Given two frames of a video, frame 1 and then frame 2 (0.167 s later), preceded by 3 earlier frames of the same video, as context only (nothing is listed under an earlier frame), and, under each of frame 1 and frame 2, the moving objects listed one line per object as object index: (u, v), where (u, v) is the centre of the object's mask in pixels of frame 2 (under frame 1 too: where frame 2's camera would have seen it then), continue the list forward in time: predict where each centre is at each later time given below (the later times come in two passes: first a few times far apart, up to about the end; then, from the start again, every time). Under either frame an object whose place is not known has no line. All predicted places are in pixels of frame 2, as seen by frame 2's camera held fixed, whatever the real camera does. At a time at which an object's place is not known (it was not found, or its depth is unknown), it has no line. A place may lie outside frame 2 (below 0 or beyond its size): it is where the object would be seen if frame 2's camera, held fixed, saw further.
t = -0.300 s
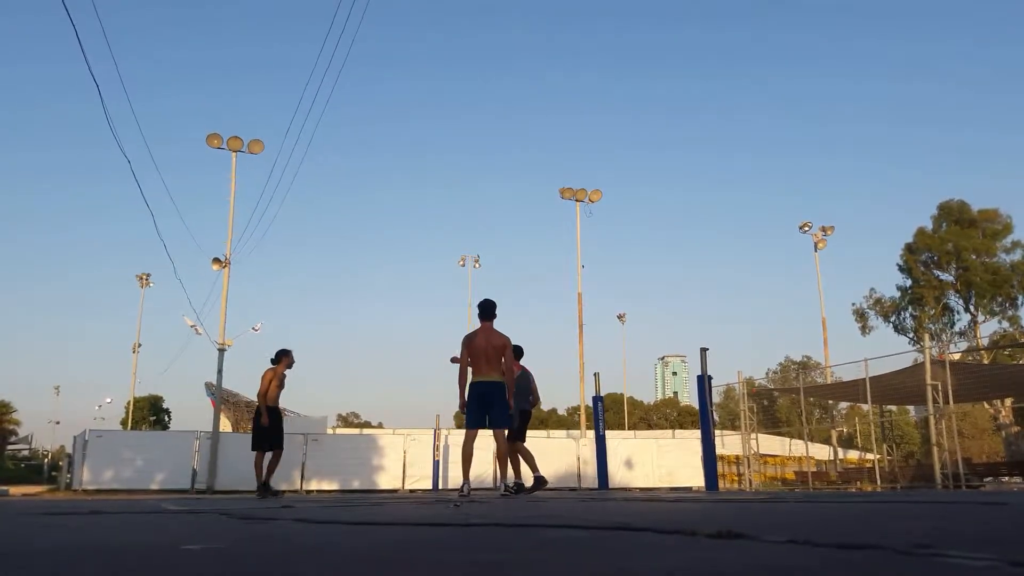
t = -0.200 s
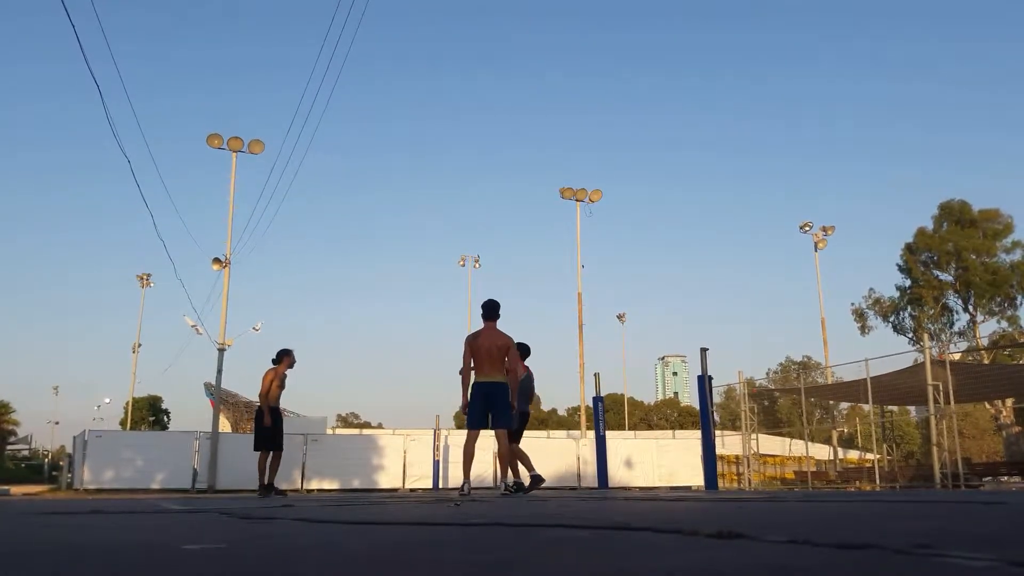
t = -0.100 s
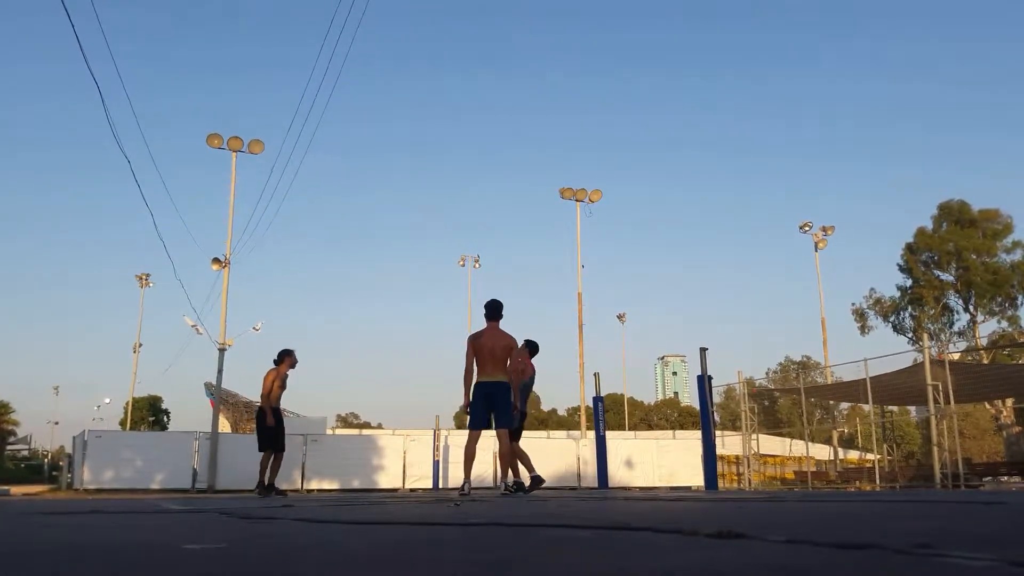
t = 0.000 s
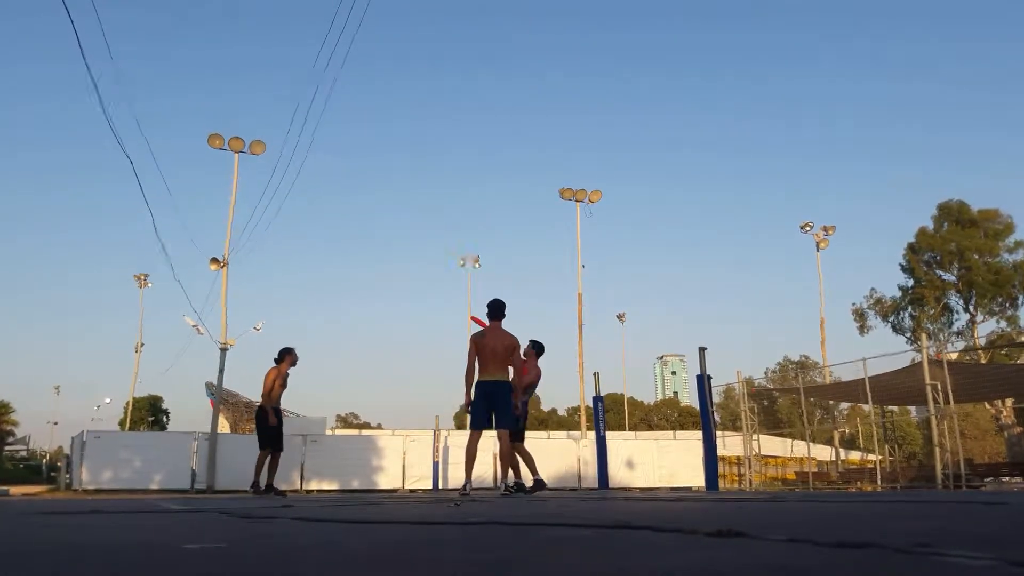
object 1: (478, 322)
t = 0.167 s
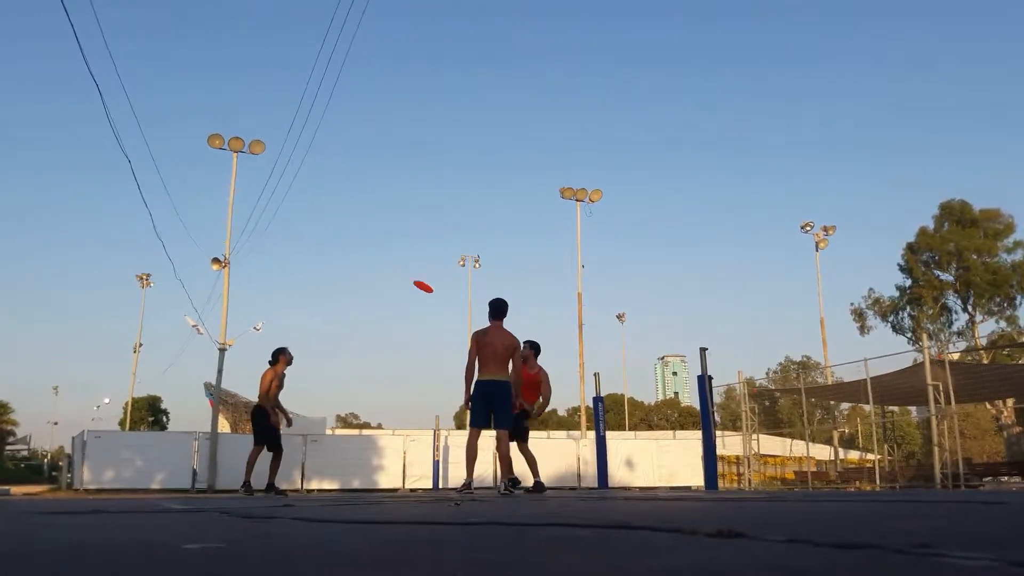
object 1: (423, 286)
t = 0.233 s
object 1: (400, 277)
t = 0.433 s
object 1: (337, 258)
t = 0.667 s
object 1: (273, 251)
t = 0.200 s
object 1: (411, 281)
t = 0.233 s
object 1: (400, 277)
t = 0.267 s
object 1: (390, 273)
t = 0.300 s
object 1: (379, 269)
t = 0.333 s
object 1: (368, 265)
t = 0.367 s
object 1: (358, 263)
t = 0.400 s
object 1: (347, 260)
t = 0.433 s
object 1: (337, 258)
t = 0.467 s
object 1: (327, 256)
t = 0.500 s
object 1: (318, 255)
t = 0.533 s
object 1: (308, 253)
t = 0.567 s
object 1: (298, 252)
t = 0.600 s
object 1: (290, 252)
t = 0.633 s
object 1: (281, 251)
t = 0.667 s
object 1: (273, 251)
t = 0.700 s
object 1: (264, 252)
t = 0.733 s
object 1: (256, 253)
